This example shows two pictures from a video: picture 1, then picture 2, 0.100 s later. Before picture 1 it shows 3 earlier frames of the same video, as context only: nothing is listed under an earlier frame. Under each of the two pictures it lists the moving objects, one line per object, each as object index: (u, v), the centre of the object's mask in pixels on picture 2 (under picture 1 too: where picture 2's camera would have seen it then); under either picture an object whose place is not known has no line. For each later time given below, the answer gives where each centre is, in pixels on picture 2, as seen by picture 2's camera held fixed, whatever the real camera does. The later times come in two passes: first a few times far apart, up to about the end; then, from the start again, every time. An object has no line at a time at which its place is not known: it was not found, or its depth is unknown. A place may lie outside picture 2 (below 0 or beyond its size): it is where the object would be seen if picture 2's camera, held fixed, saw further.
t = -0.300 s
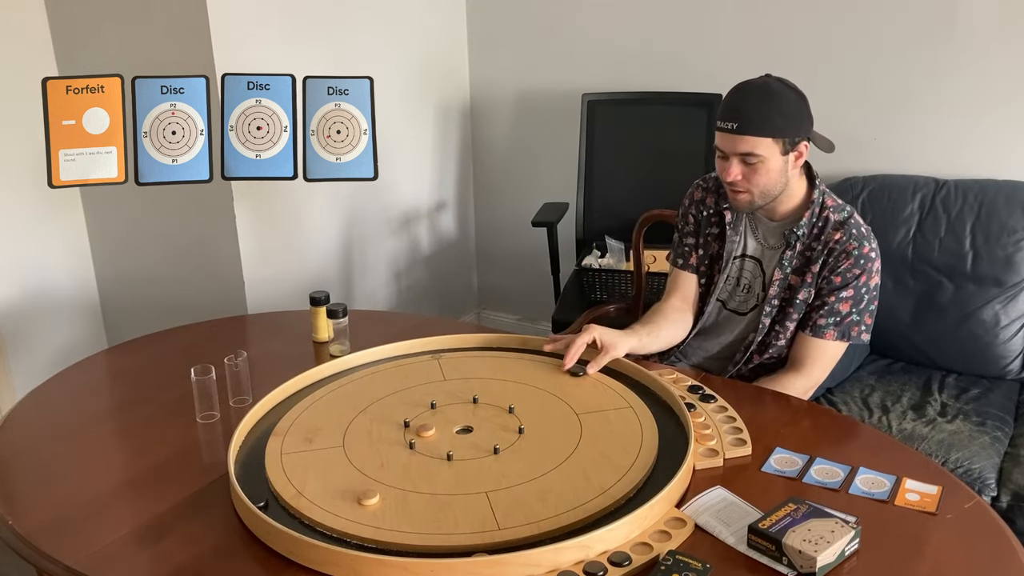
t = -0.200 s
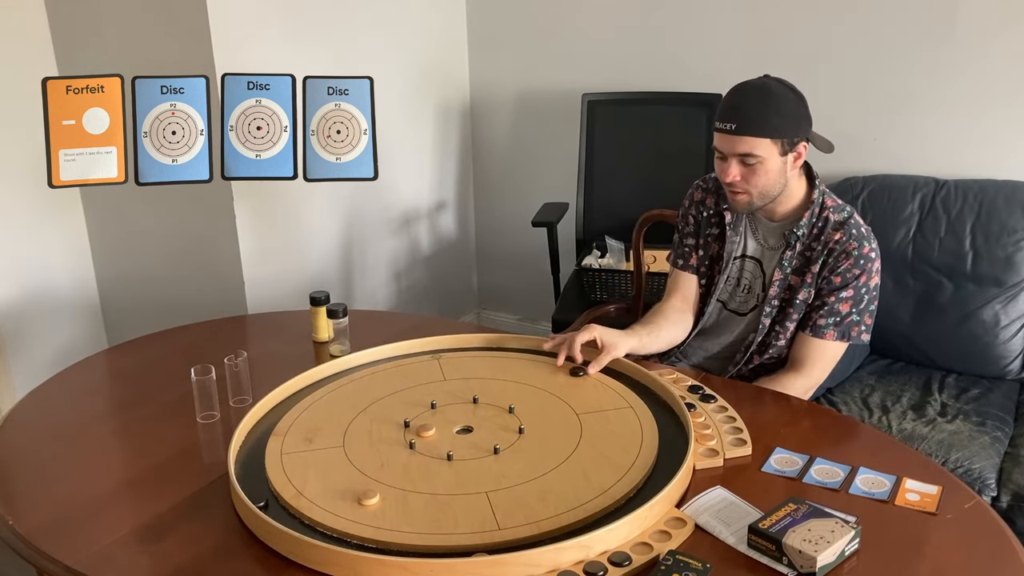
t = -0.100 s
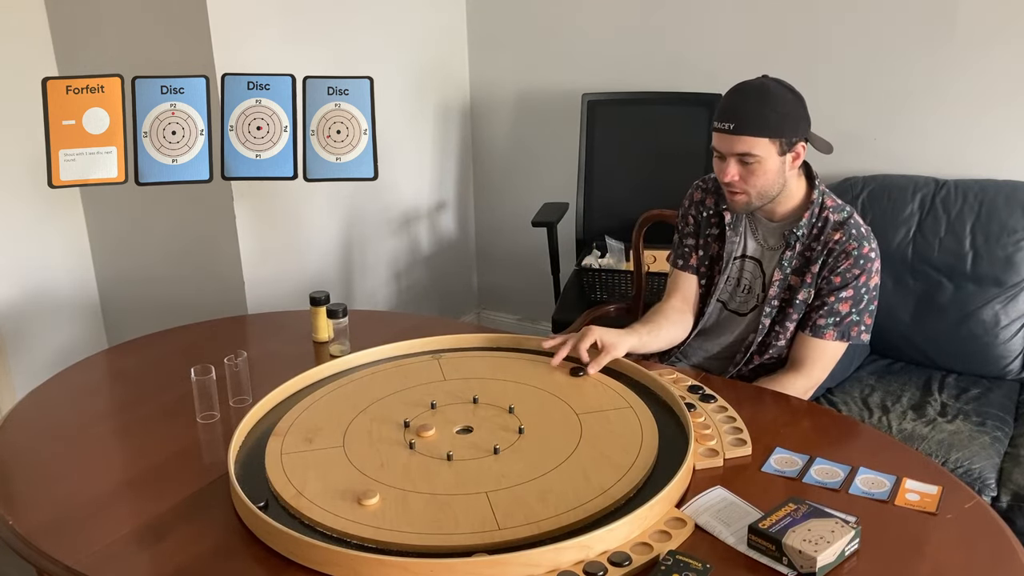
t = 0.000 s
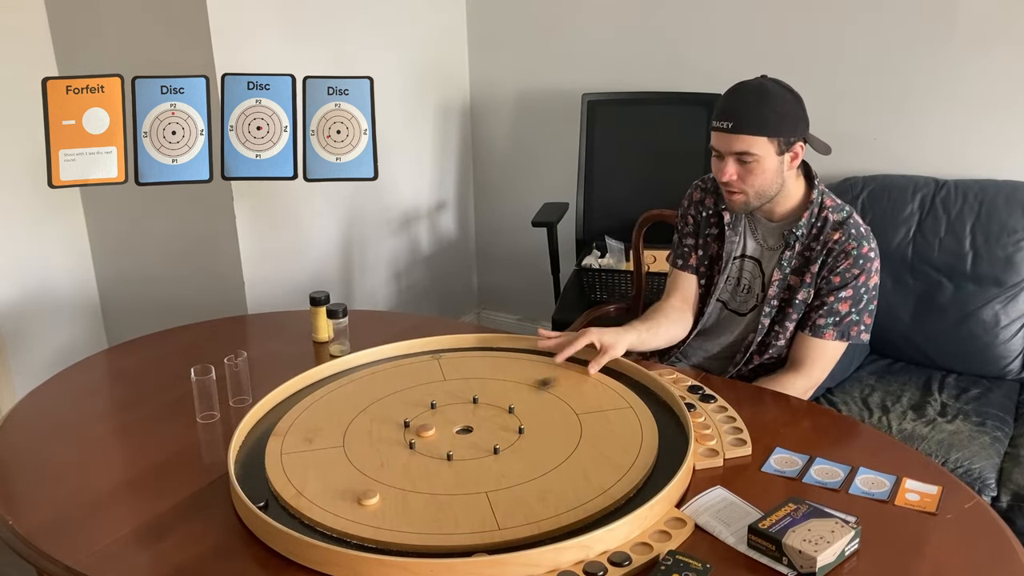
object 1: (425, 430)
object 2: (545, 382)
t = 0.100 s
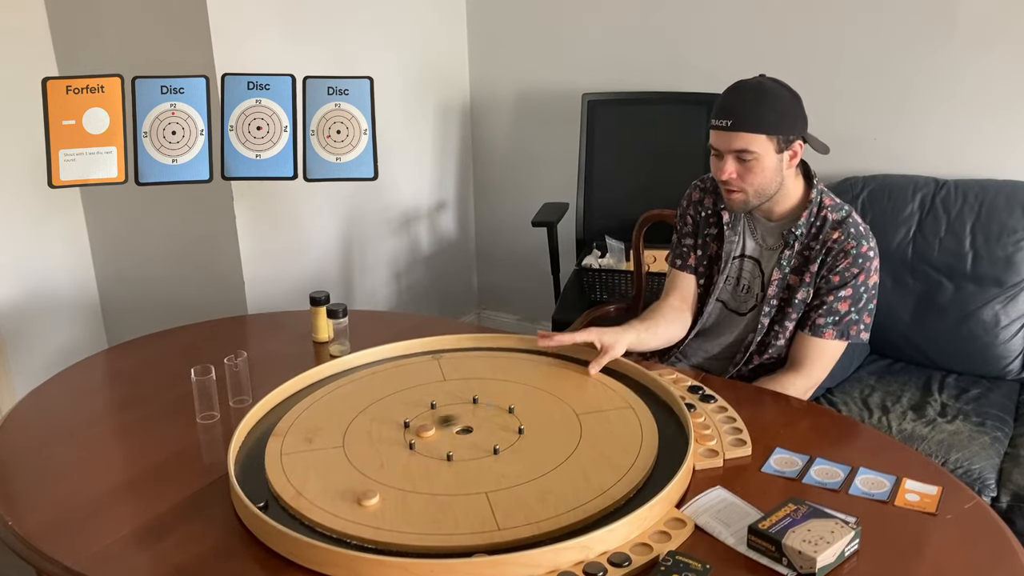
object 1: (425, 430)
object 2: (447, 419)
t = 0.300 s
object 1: (271, 507)
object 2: (425, 410)
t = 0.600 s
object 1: (276, 517)
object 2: (419, 416)
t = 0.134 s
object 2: (432, 422)
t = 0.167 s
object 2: (424, 421)
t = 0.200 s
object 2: (418, 420)
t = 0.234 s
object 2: (421, 416)
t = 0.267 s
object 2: (424, 413)
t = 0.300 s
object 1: (271, 507)
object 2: (425, 410)
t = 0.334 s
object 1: (274, 512)
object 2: (422, 413)
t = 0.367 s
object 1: (278, 512)
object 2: (419, 414)
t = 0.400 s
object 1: (279, 514)
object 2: (417, 416)
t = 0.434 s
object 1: (278, 515)
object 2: (416, 417)
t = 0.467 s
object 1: (277, 515)
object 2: (416, 418)
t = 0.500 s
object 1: (276, 516)
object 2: (417, 417)
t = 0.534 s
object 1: (276, 517)
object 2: (418, 417)
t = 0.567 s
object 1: (276, 517)
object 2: (419, 417)
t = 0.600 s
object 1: (276, 517)
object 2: (419, 416)
